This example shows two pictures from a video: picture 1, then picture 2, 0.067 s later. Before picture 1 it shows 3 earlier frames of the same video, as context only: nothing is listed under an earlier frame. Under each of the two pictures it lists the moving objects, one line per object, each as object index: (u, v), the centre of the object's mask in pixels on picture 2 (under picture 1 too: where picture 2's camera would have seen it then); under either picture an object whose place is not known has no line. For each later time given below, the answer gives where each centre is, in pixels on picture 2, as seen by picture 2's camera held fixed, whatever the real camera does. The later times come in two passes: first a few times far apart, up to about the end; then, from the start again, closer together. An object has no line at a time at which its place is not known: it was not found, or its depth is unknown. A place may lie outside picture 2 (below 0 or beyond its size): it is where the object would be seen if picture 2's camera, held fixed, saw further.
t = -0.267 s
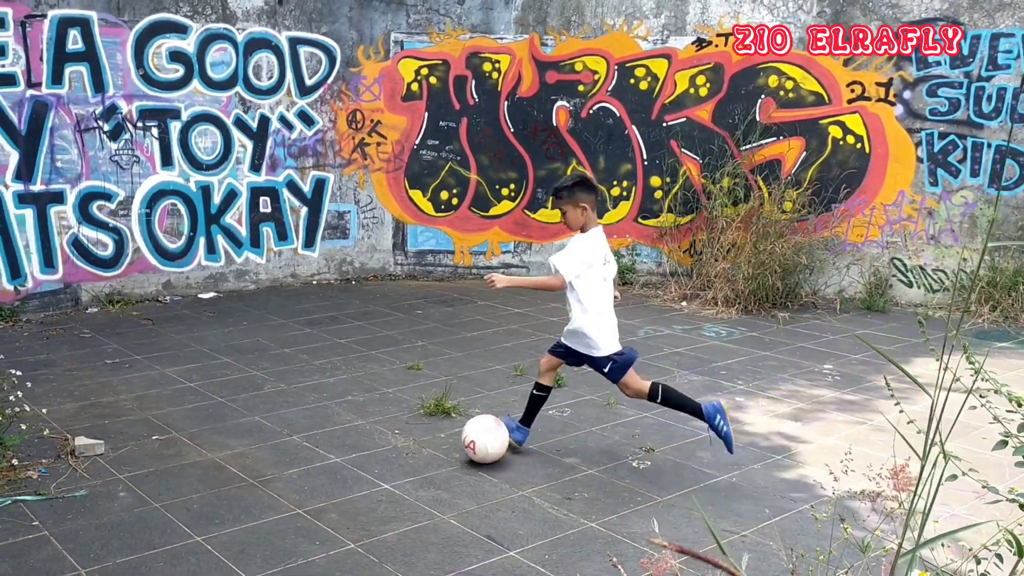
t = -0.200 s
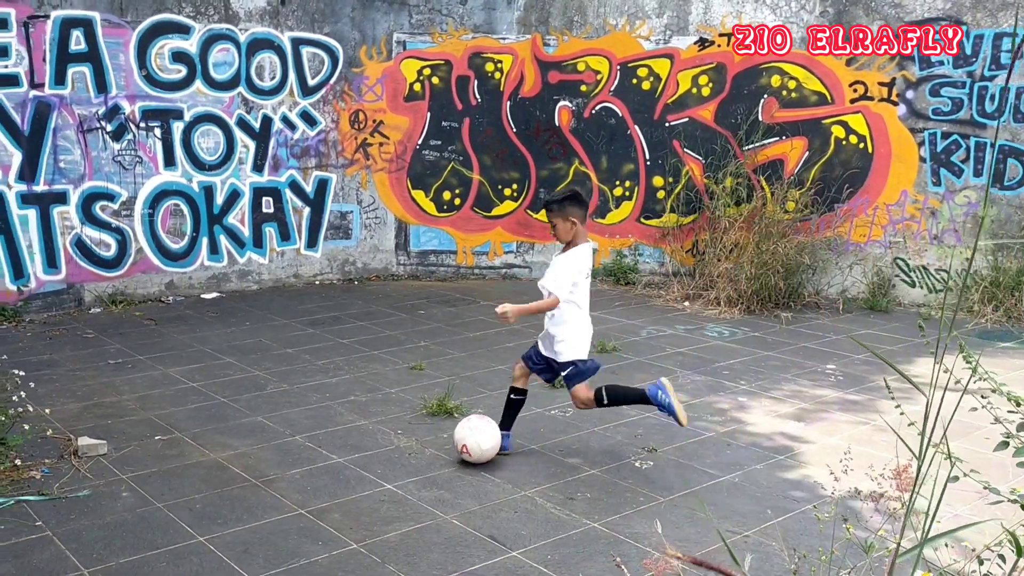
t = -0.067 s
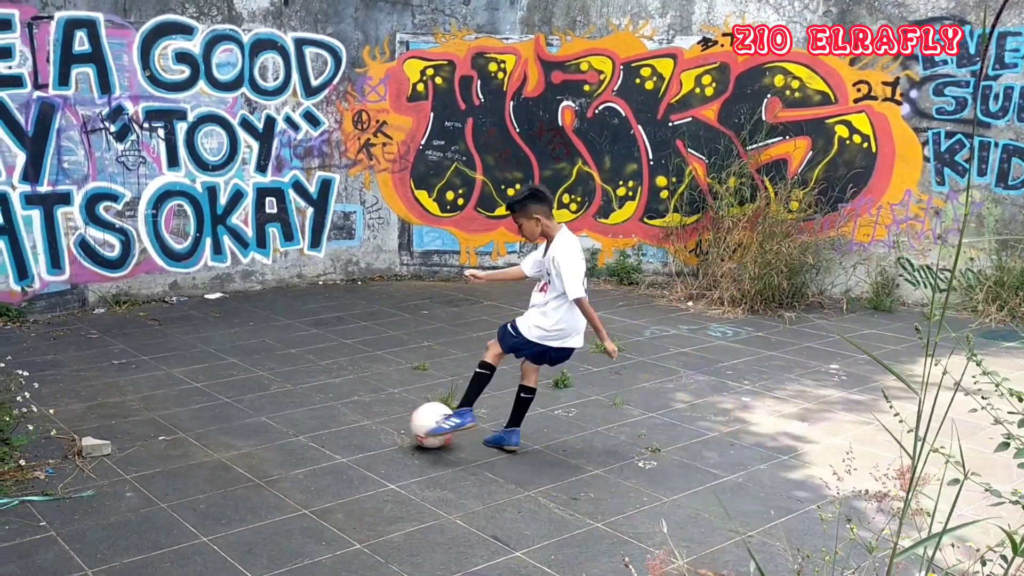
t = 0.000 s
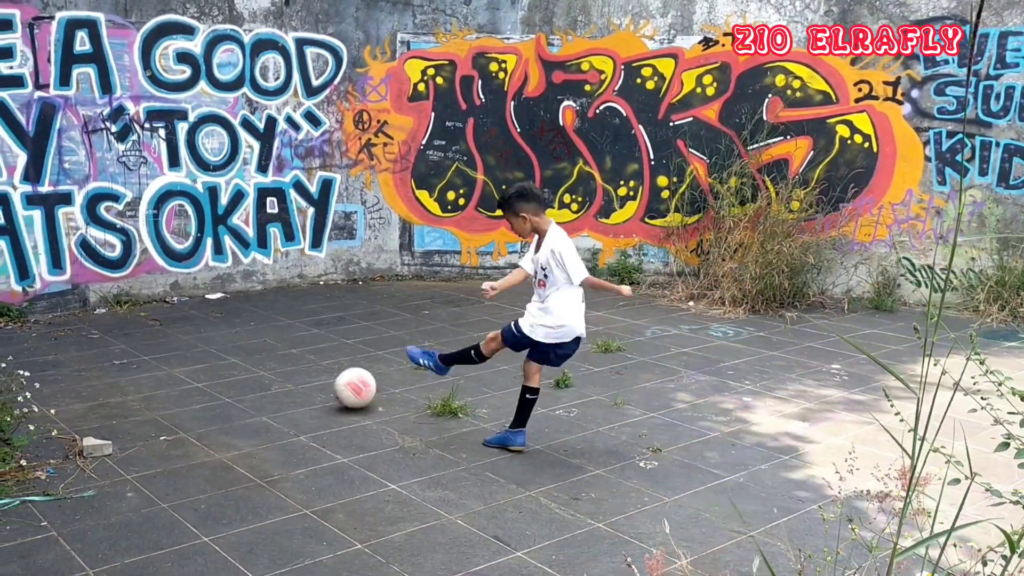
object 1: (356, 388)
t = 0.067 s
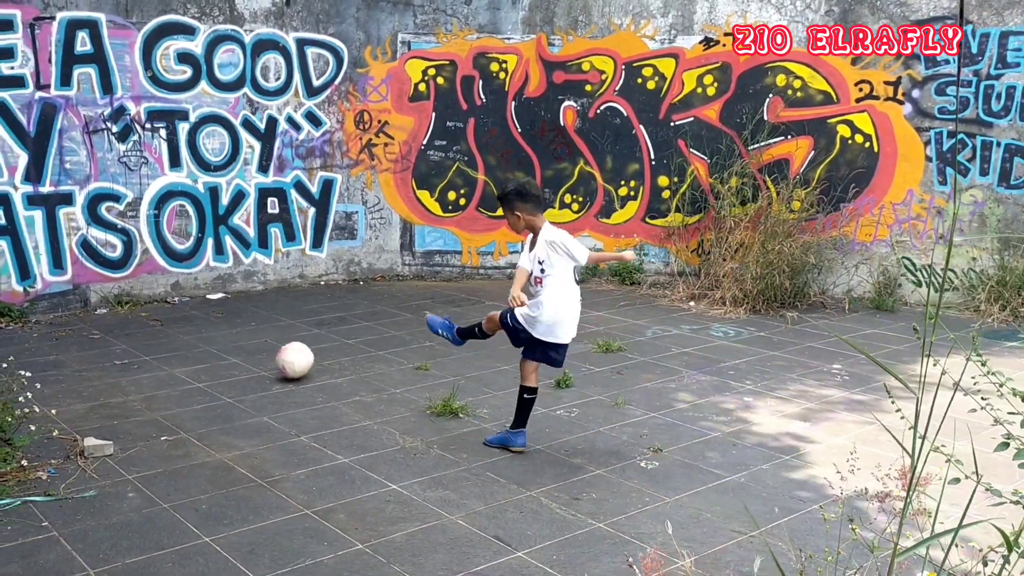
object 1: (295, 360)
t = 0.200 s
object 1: (206, 319)
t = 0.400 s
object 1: (156, 286)
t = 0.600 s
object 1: (232, 307)
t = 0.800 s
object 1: (308, 329)
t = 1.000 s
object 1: (382, 354)
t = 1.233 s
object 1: (459, 382)
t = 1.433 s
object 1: (529, 409)
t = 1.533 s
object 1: (569, 422)
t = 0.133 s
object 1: (246, 340)
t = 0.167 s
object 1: (225, 329)
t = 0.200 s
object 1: (206, 319)
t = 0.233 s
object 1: (189, 311)
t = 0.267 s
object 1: (172, 305)
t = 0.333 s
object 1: (143, 293)
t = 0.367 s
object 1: (145, 288)
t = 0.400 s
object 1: (156, 286)
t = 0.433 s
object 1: (167, 286)
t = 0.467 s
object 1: (179, 287)
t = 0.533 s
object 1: (205, 294)
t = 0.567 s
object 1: (218, 299)
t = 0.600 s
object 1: (232, 307)
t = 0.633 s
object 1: (246, 317)
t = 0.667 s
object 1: (261, 327)
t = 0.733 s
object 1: (284, 325)
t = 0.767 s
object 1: (296, 326)
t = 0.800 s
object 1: (308, 329)
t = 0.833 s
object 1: (321, 334)
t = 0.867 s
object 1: (334, 341)
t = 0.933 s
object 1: (361, 355)
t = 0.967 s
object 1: (371, 354)
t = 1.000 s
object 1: (382, 354)
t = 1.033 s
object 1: (393, 358)
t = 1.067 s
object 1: (404, 363)
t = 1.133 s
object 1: (426, 375)
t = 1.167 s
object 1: (437, 375)
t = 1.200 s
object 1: (447, 377)
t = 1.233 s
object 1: (459, 382)
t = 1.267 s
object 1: (471, 389)
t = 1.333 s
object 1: (493, 394)
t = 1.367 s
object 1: (505, 398)
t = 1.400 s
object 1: (517, 404)
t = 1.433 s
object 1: (529, 409)
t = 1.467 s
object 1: (542, 412)
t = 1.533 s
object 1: (569, 422)
